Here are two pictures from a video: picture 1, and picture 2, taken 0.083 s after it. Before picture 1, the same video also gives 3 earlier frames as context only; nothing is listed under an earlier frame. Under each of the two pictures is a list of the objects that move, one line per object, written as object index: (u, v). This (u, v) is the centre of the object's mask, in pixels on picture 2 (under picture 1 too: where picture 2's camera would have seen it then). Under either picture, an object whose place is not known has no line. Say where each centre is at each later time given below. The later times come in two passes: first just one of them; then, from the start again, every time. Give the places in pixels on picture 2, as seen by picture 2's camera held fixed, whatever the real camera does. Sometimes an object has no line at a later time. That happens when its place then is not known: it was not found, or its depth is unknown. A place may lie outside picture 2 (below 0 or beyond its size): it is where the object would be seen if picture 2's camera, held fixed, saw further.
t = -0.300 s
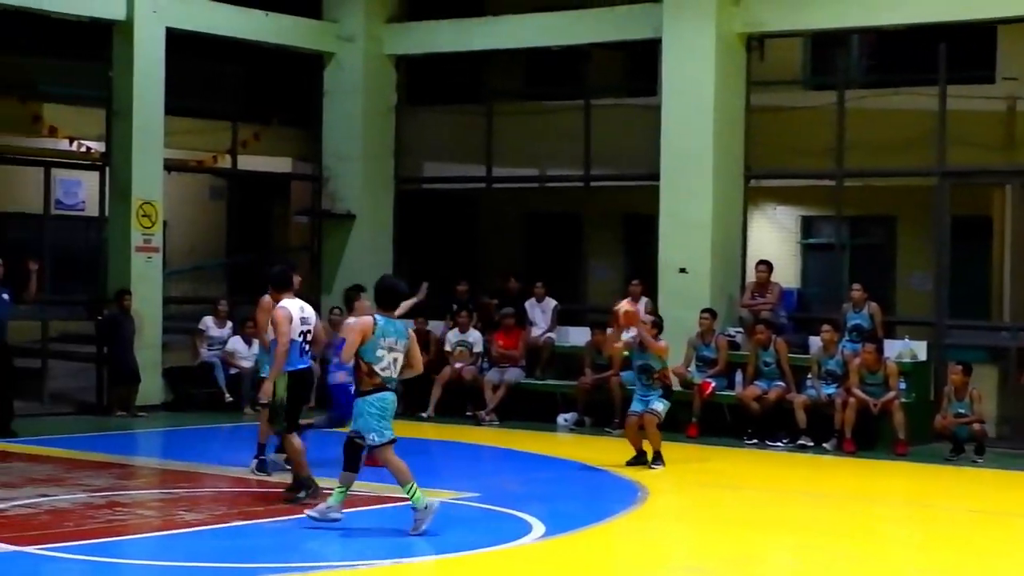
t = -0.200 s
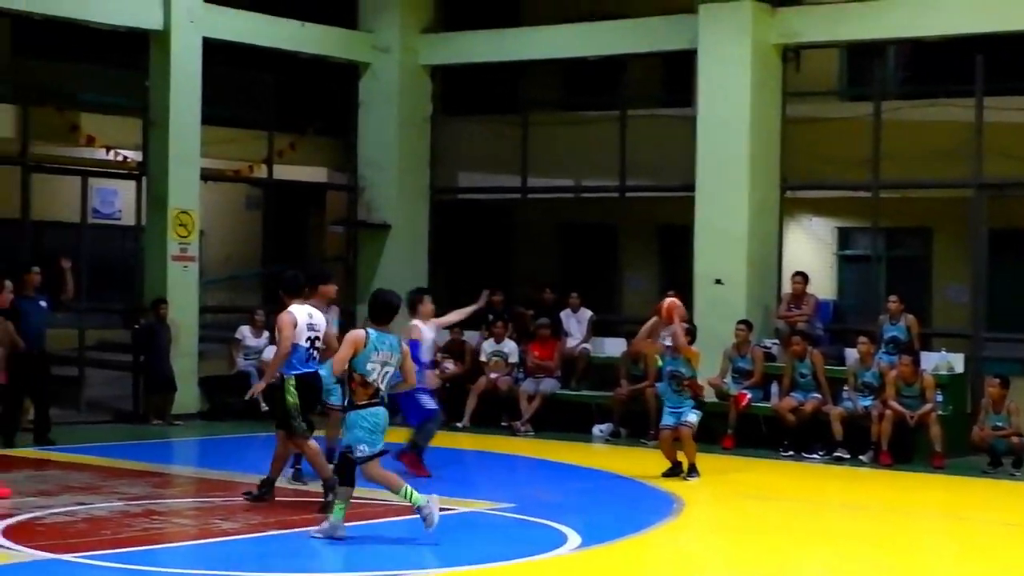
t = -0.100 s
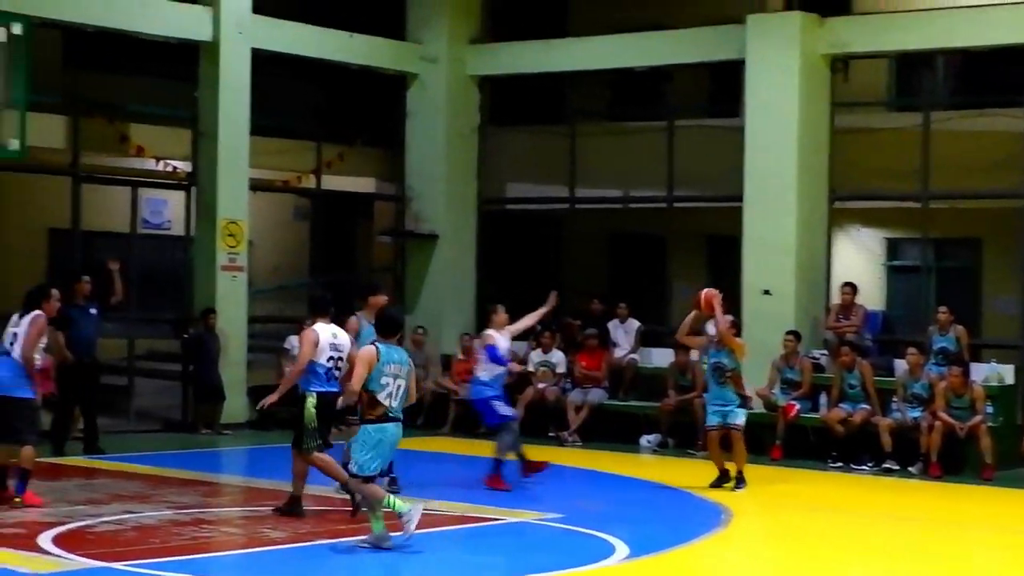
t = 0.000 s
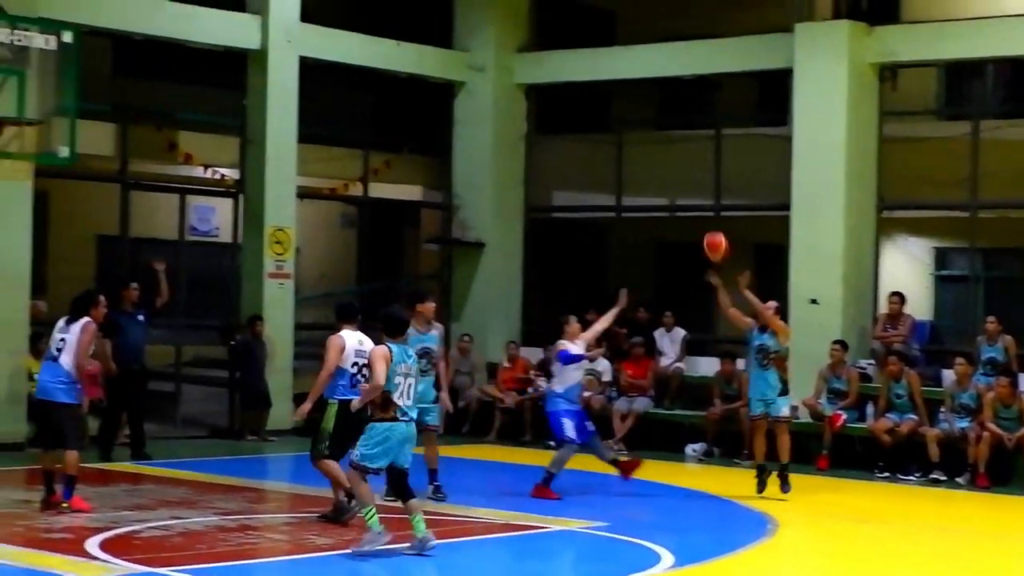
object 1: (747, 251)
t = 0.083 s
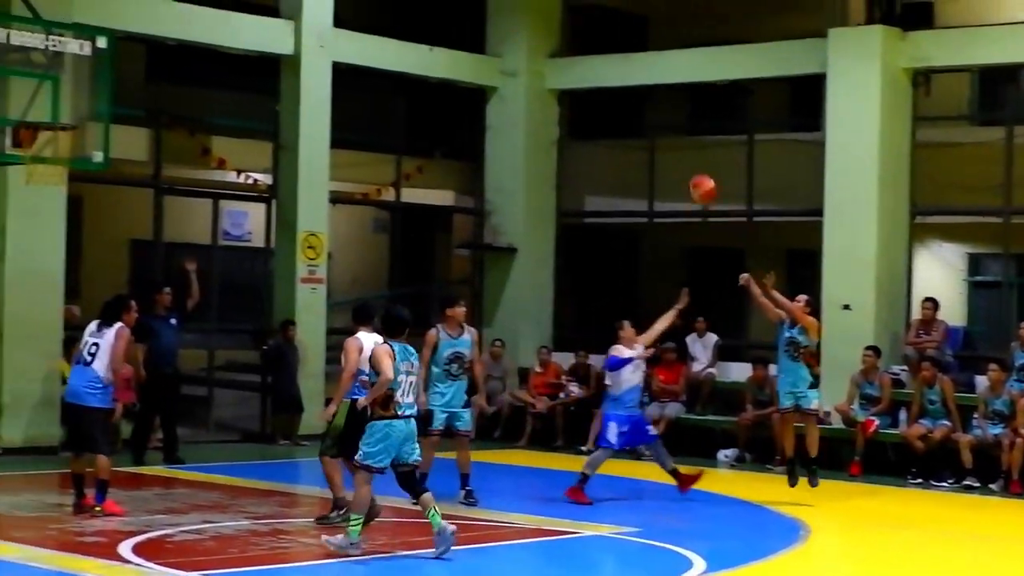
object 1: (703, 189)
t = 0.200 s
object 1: (641, 114)
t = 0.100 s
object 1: (693, 177)
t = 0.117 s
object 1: (685, 166)
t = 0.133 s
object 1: (676, 155)
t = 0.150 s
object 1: (667, 144)
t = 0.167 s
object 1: (658, 134)
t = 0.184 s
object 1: (649, 124)
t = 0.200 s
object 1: (641, 114)
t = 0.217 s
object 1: (631, 104)
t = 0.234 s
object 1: (622, 95)
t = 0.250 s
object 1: (613, 86)
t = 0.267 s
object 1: (602, 77)
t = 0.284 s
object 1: (593, 68)
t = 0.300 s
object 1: (583, 59)
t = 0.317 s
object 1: (574, 52)
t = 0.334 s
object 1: (566, 44)
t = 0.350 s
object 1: (556, 38)
